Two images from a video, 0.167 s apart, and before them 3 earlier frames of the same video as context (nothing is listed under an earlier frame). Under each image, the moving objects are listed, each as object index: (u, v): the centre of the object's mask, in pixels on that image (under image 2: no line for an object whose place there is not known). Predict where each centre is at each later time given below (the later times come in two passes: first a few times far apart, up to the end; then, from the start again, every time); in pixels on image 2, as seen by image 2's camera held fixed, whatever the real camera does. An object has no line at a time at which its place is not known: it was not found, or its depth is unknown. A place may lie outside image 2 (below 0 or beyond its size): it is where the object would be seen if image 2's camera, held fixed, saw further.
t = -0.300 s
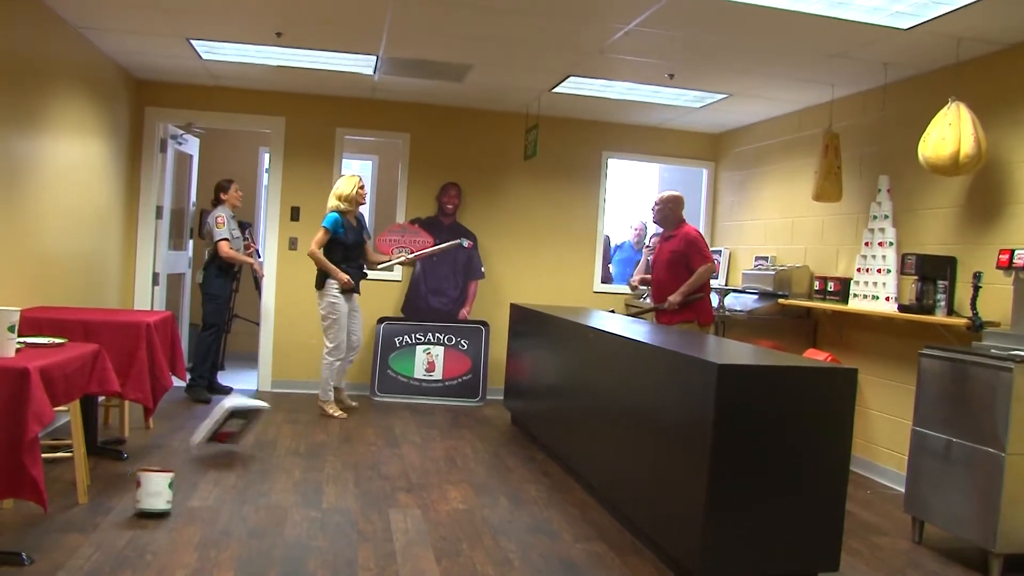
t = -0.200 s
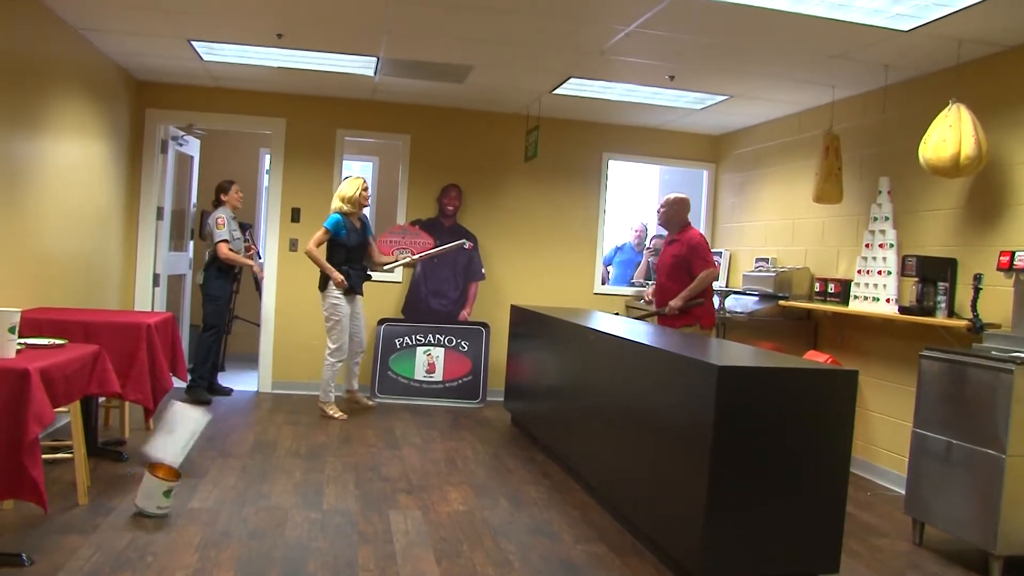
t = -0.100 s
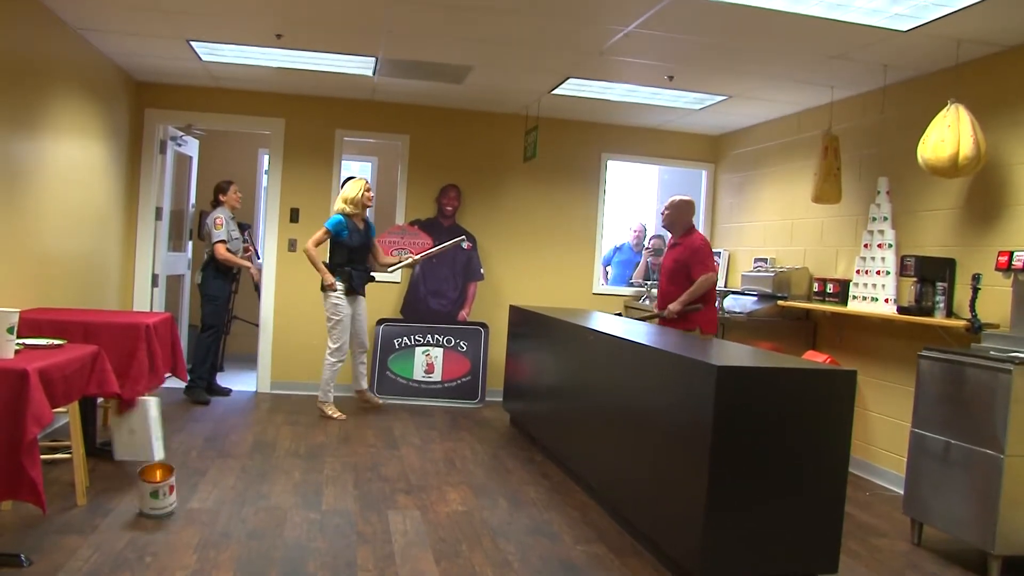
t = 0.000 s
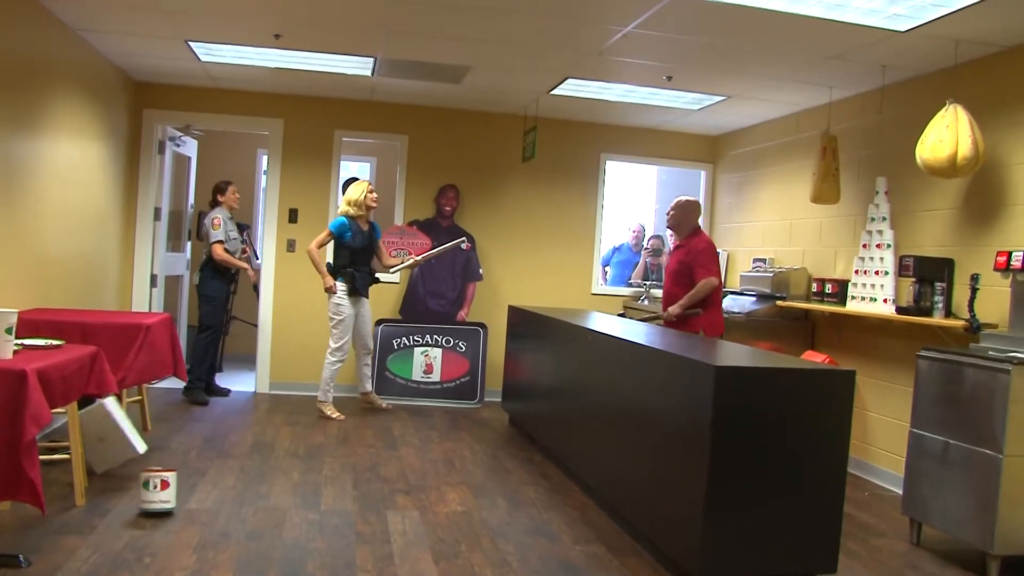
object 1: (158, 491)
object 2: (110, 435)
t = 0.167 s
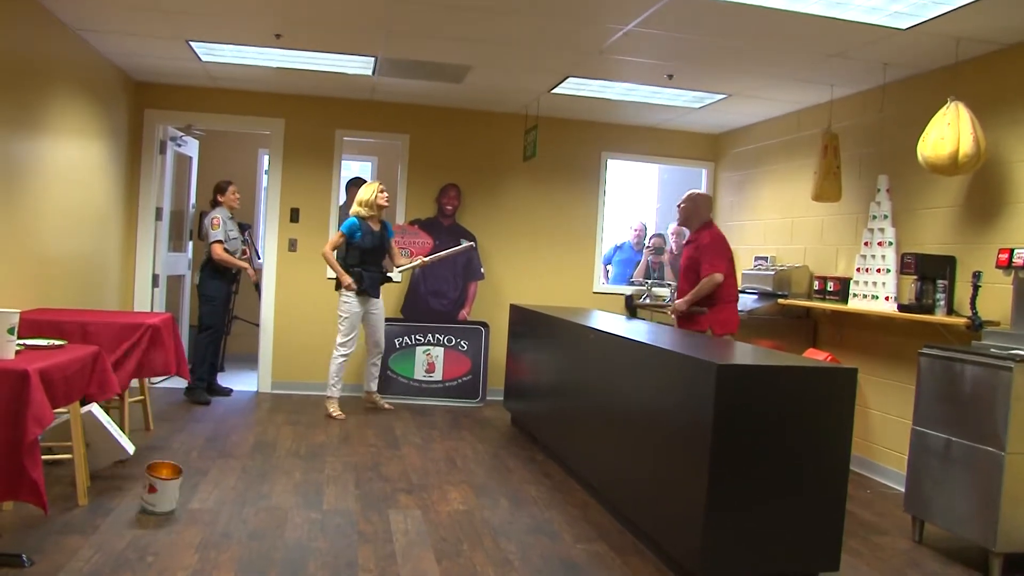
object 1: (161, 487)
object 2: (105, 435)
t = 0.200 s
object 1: (161, 487)
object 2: (105, 436)
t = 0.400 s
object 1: (160, 486)
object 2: (106, 451)
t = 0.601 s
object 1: (155, 487)
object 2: (108, 453)
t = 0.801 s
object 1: (149, 487)
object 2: (106, 452)
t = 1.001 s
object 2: (106, 453)
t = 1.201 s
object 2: (105, 452)
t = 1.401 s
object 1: (140, 492)
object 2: (106, 451)
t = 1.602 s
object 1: (143, 492)
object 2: (106, 452)
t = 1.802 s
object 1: (148, 492)
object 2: (106, 453)
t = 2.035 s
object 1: (153, 492)
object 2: (108, 453)
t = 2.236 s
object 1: (153, 490)
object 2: (108, 453)
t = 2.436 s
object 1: (151, 490)
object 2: (107, 453)
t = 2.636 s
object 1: (149, 489)
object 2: (107, 452)
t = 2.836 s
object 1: (148, 490)
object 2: (107, 452)
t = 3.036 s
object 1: (150, 491)
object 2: (108, 452)
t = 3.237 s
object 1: (152, 490)
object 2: (108, 452)
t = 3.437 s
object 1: (153, 491)
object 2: (109, 453)
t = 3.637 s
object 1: (152, 491)
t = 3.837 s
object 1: (152, 491)
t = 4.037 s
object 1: (153, 491)
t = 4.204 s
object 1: (153, 492)
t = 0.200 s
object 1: (161, 487)
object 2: (105, 436)
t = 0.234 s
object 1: (160, 488)
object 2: (105, 437)
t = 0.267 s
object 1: (160, 488)
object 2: (105, 441)
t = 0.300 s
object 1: (160, 488)
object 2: (106, 445)
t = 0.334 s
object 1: (160, 487)
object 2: (105, 452)
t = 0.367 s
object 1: (160, 487)
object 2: (106, 452)
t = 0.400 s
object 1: (160, 486)
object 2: (106, 451)
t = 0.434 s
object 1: (159, 487)
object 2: (106, 452)
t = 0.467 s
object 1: (158, 487)
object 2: (107, 453)
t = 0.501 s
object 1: (157, 487)
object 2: (107, 454)
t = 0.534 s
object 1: (156, 487)
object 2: (108, 453)
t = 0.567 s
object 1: (155, 487)
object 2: (108, 453)
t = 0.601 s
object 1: (155, 487)
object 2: (108, 453)
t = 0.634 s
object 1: (154, 486)
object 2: (108, 454)
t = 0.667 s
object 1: (154, 486)
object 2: (108, 454)
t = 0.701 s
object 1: (153, 486)
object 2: (108, 454)
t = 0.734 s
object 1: (152, 487)
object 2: (108, 454)
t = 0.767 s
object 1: (150, 487)
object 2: (107, 453)
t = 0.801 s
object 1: (149, 487)
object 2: (106, 452)
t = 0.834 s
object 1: (148, 487)
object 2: (106, 452)
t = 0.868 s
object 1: (147, 487)
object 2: (106, 453)
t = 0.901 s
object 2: (106, 453)
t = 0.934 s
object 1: (145, 488)
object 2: (107, 453)
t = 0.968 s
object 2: (106, 453)
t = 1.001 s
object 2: (106, 453)
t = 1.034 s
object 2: (105, 452)
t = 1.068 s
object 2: (105, 452)
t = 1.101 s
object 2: (105, 451)
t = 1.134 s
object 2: (106, 451)
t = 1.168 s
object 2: (105, 453)
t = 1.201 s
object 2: (105, 452)
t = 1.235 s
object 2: (105, 452)
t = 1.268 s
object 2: (105, 452)
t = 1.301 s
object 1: (139, 489)
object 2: (104, 452)
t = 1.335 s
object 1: (139, 490)
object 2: (105, 451)
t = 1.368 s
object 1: (140, 491)
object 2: (105, 451)
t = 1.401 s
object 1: (140, 492)
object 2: (106, 451)
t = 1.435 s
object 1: (141, 491)
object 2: (106, 451)
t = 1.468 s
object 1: (141, 491)
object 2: (106, 452)
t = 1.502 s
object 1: (142, 490)
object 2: (106, 452)
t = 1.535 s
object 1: (142, 491)
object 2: (106, 451)
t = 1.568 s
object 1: (142, 491)
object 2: (106, 451)
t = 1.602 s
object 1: (143, 492)
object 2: (106, 452)
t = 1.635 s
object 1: (144, 492)
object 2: (106, 452)
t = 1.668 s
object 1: (145, 492)
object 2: (107, 453)
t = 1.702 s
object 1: (146, 491)
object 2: (107, 453)
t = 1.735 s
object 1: (147, 491)
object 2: (107, 452)
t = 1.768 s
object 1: (147, 491)
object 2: (107, 452)
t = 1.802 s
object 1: (148, 492)
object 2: (106, 453)
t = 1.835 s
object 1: (149, 493)
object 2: (107, 453)
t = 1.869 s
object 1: (150, 492)
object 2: (107, 453)
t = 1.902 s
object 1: (151, 491)
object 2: (108, 453)
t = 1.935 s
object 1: (151, 491)
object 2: (107, 454)
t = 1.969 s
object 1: (152, 491)
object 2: (108, 453)
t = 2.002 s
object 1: (152, 491)
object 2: (108, 453)
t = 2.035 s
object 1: (153, 492)
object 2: (108, 453)
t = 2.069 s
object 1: (153, 492)
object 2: (108, 453)
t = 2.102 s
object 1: (153, 491)
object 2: (108, 453)
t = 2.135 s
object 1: (154, 490)
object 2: (108, 454)
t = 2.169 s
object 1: (153, 490)
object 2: (108, 453)
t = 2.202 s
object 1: (153, 490)
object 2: (107, 453)
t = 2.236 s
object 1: (153, 490)
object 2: (108, 453)
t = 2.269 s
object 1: (153, 490)
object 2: (108, 453)
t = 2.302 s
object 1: (152, 490)
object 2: (108, 453)
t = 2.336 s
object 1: (152, 489)
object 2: (108, 453)
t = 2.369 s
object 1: (152, 489)
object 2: (107, 453)
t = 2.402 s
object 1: (152, 490)
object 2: (107, 453)
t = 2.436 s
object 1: (151, 490)
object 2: (107, 453)
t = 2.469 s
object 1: (150, 489)
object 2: (108, 453)
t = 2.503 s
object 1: (151, 489)
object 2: (108, 453)
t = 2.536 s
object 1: (150, 489)
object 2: (108, 453)
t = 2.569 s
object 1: (149, 489)
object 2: (107, 452)
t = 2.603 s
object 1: (149, 489)
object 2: (107, 452)
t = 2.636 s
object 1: (149, 489)
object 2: (107, 452)
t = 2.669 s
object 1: (148, 489)
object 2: (107, 452)
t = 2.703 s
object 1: (148, 490)
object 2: (107, 452)
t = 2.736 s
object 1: (148, 489)
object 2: (108, 452)
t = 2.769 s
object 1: (147, 490)
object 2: (107, 451)
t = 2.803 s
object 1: (148, 490)
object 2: (108, 451)
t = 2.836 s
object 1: (148, 490)
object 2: (107, 452)
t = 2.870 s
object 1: (149, 490)
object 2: (108, 452)
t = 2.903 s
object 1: (148, 490)
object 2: (108, 452)
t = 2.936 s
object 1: (148, 490)
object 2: (108, 451)
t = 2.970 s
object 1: (149, 490)
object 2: (107, 452)
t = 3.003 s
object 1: (149, 491)
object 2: (108, 452)
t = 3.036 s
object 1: (150, 491)
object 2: (108, 452)
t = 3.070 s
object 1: (150, 490)
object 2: (108, 452)
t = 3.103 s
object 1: (150, 491)
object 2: (108, 452)
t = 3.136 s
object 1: (151, 491)
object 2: (108, 452)
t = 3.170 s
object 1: (151, 491)
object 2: (108, 453)
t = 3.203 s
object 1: (152, 490)
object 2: (108, 453)
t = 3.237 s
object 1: (152, 490)
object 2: (108, 452)
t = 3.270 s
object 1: (152, 491)
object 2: (109, 453)
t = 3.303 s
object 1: (153, 491)
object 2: (109, 453)
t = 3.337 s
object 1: (153, 491)
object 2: (109, 453)
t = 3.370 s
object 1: (153, 491)
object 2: (109, 453)
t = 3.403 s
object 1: (153, 491)
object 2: (109, 453)
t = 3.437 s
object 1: (153, 491)
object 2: (109, 453)
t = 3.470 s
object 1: (152, 491)
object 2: (109, 453)
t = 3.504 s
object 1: (153, 491)
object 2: (109, 453)
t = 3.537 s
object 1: (153, 491)
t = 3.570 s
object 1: (152, 491)
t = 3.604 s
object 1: (152, 491)
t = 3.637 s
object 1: (152, 491)
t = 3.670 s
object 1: (152, 491)
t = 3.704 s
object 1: (152, 491)
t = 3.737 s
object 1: (152, 491)
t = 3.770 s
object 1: (152, 491)
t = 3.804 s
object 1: (152, 491)
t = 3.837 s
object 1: (152, 491)
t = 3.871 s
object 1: (153, 491)
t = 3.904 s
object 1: (153, 492)
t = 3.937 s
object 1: (153, 491)
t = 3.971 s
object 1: (153, 491)
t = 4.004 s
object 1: (153, 492)
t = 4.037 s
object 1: (153, 491)
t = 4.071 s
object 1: (153, 491)
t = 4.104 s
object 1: (153, 491)
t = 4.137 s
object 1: (153, 491)
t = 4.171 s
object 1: (153, 492)
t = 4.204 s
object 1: (153, 492)
